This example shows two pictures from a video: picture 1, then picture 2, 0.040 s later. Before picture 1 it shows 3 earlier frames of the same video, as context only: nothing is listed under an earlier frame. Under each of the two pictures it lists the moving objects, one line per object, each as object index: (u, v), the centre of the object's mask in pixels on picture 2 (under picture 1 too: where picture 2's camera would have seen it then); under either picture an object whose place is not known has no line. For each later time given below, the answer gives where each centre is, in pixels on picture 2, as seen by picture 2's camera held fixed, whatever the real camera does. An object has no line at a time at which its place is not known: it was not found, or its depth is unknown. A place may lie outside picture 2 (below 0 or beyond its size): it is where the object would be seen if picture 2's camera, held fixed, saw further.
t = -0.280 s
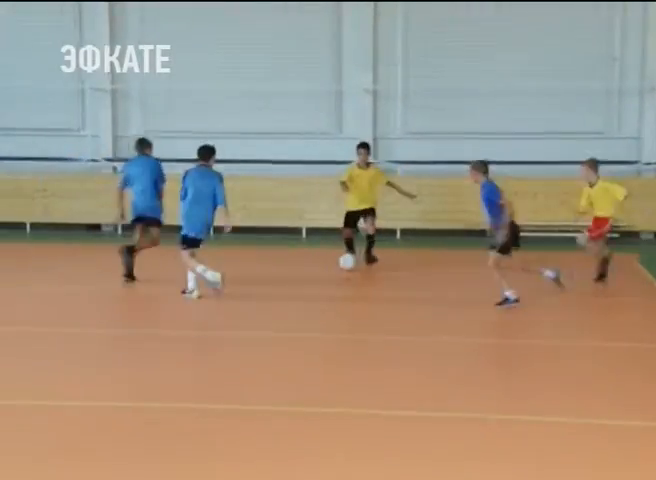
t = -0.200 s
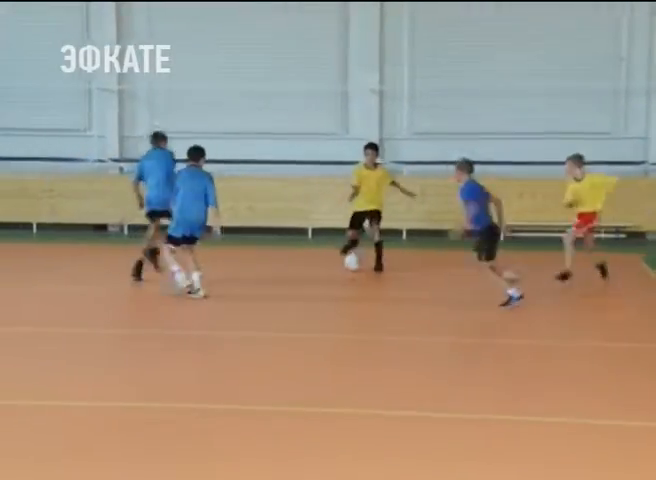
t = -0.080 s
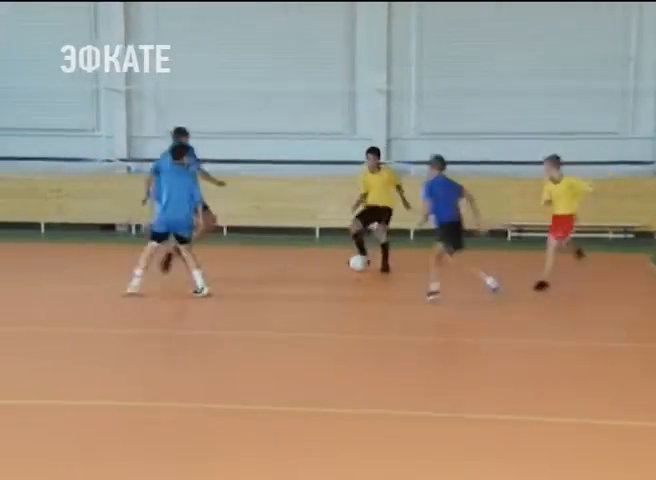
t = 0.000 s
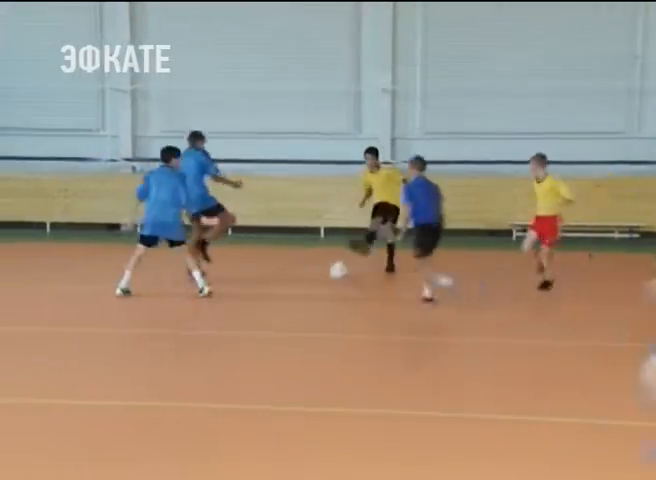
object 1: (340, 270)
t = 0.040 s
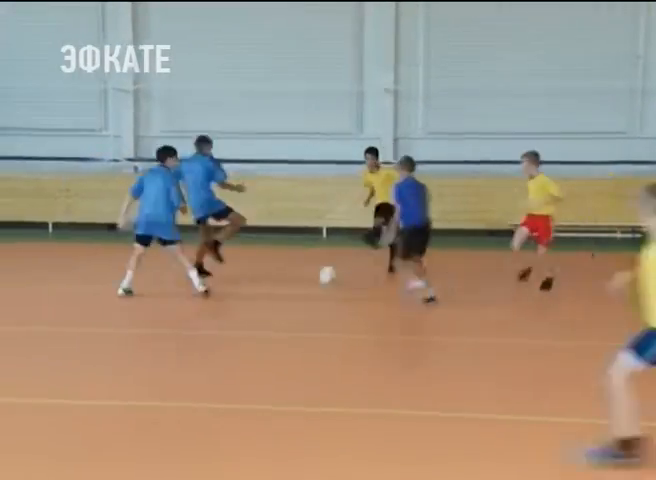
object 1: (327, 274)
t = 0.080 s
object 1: (313, 278)
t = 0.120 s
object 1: (297, 283)
